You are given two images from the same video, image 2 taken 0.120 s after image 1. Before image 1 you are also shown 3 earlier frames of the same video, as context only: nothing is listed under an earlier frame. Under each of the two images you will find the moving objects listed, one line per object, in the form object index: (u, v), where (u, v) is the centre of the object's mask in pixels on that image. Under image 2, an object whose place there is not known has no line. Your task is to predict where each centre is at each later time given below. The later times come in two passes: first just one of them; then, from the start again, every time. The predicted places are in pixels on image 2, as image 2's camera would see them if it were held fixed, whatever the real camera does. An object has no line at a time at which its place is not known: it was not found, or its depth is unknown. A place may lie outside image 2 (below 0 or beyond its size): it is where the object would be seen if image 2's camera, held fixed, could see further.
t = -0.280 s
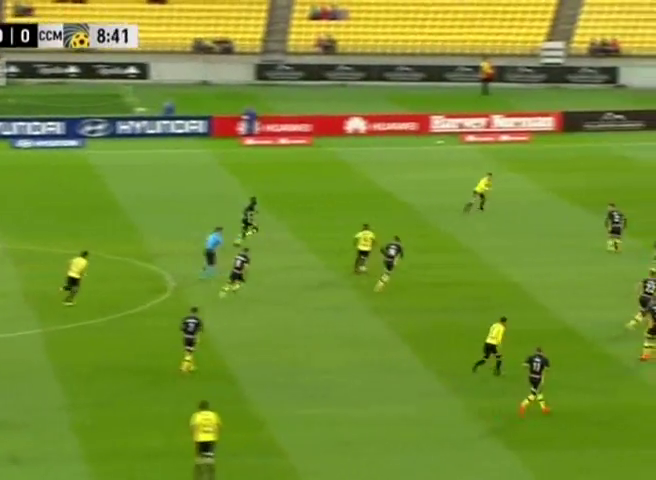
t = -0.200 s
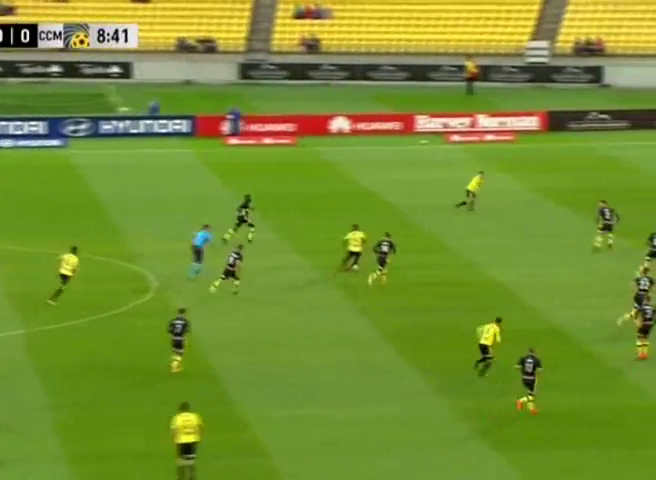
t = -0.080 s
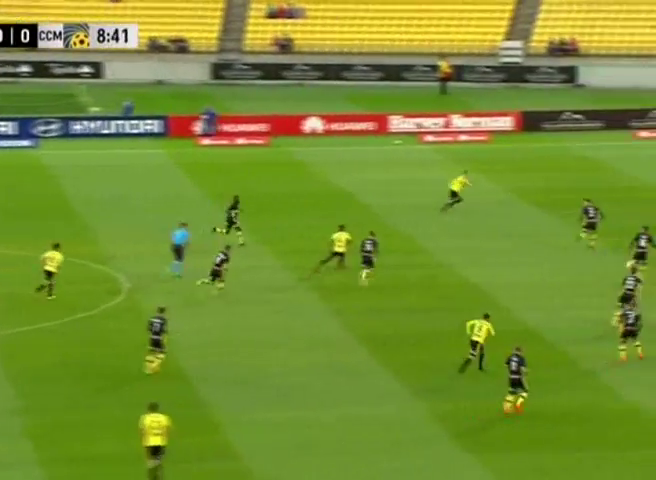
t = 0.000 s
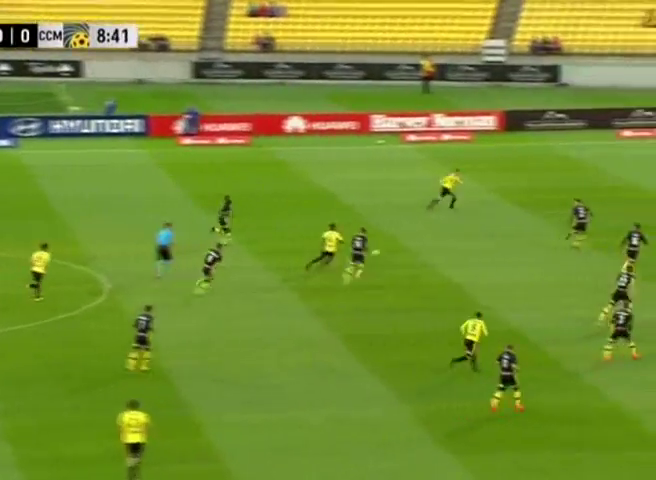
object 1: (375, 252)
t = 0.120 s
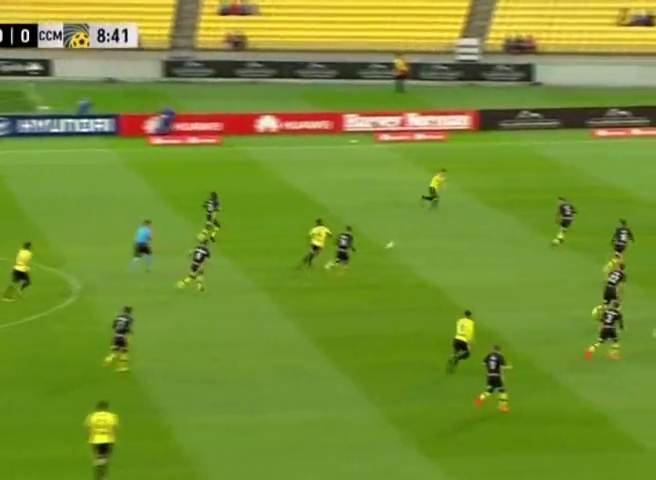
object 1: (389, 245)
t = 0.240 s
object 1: (428, 238)
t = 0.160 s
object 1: (403, 241)
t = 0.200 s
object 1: (416, 239)
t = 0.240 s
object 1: (428, 238)
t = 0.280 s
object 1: (440, 237)
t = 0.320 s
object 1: (452, 234)
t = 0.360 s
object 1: (463, 231)
